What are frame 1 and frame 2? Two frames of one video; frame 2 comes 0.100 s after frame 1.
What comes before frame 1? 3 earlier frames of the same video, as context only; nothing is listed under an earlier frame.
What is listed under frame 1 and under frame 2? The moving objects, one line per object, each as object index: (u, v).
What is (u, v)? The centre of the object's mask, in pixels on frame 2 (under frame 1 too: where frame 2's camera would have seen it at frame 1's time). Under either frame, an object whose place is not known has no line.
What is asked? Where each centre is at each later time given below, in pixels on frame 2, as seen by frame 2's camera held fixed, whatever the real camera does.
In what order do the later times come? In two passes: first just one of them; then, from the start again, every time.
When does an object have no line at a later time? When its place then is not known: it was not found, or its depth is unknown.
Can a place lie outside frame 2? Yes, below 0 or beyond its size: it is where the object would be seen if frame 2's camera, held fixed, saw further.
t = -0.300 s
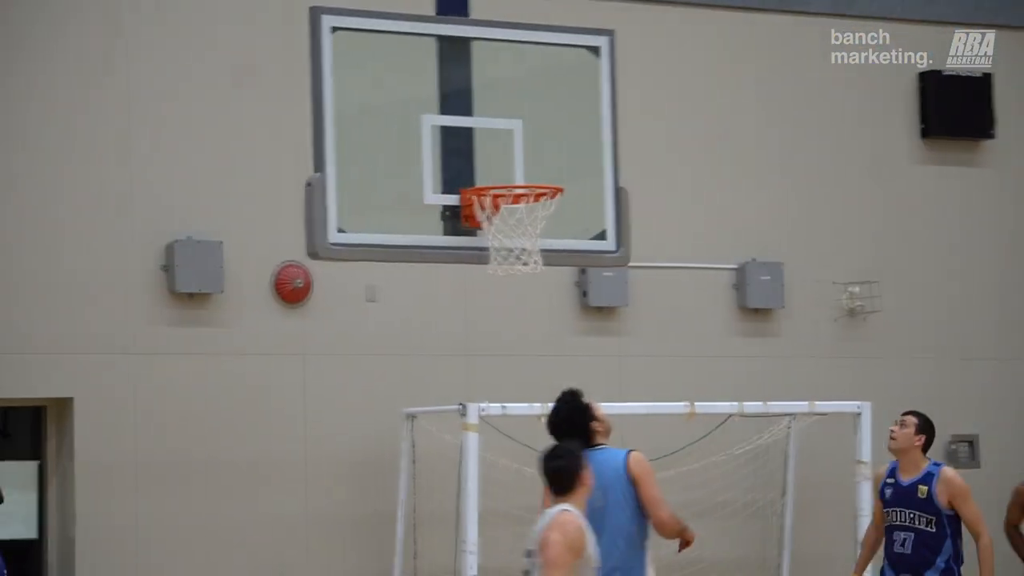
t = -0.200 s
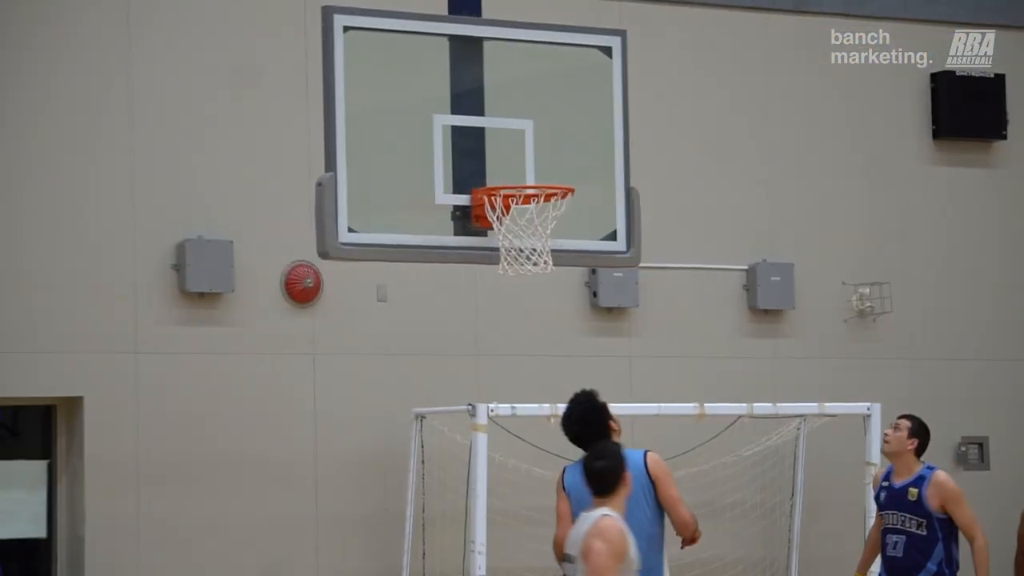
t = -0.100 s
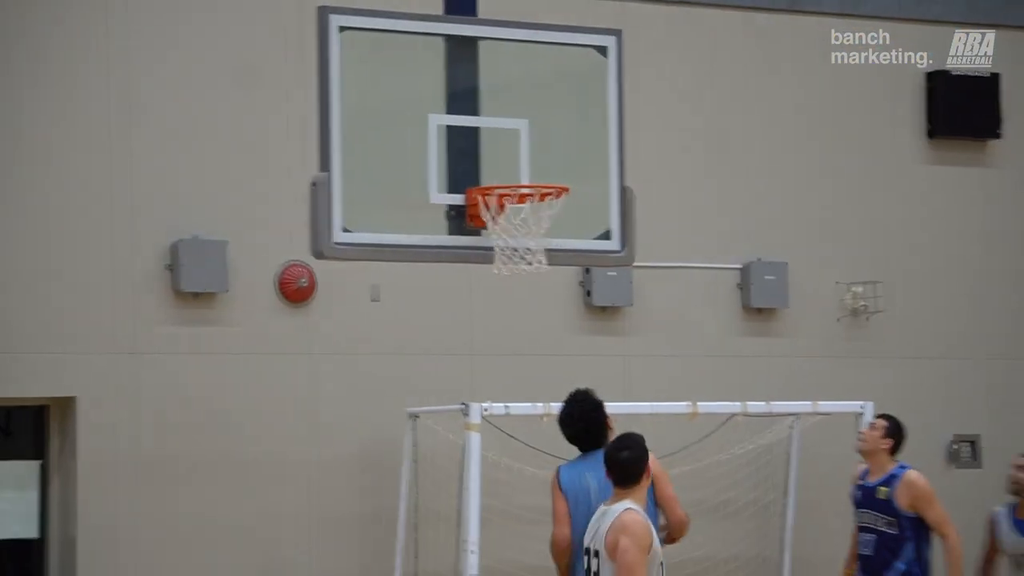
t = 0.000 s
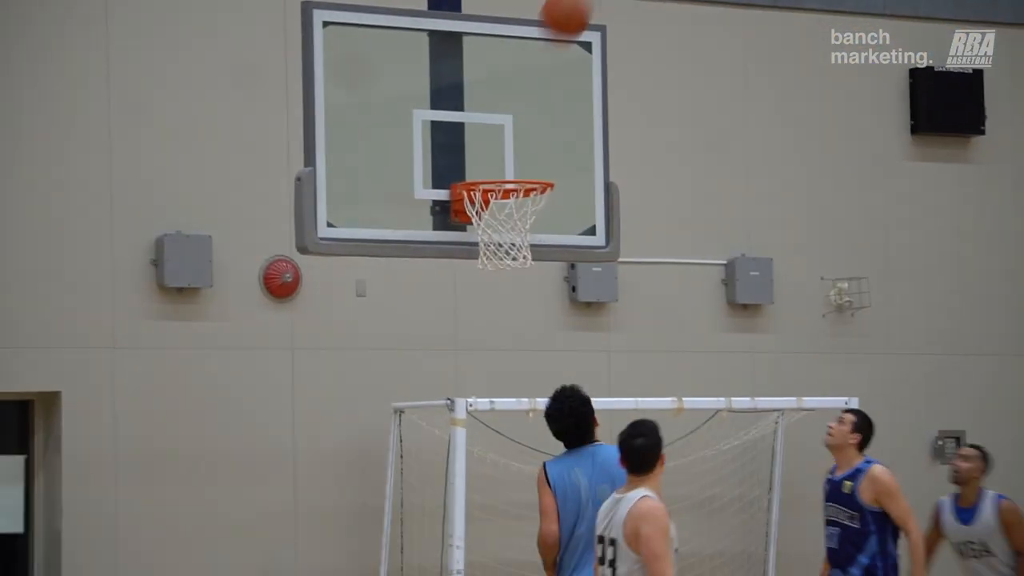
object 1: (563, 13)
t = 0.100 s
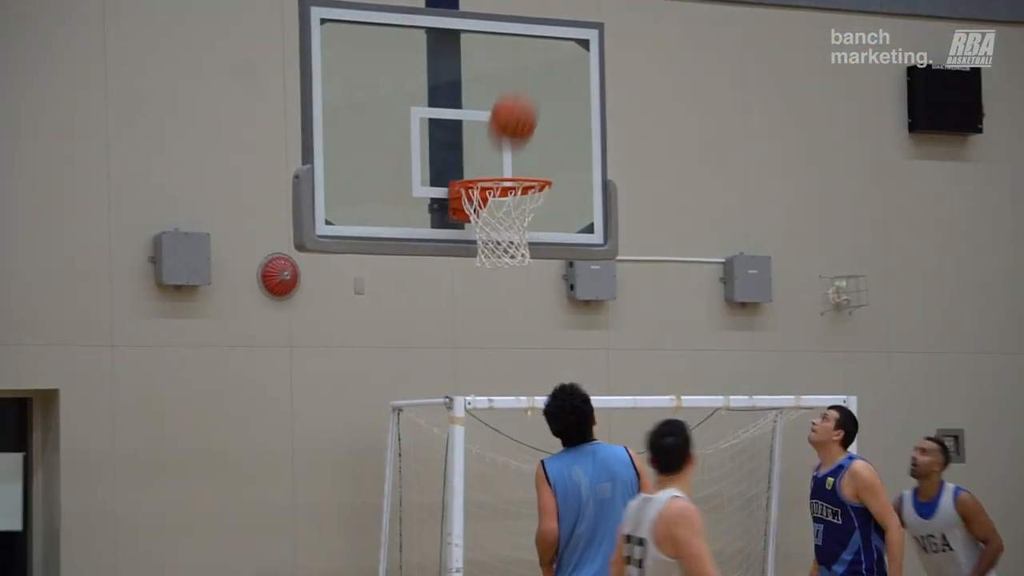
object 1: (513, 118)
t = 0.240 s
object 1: (531, 222)
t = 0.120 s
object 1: (504, 142)
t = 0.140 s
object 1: (495, 161)
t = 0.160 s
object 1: (489, 185)
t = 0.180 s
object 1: (500, 200)
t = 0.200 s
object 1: (516, 217)
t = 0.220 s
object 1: (526, 225)
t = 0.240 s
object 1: (531, 222)
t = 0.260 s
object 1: (535, 216)
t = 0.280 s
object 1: (536, 212)
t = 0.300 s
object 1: (535, 222)
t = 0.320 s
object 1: (536, 207)
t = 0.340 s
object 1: (535, 209)
